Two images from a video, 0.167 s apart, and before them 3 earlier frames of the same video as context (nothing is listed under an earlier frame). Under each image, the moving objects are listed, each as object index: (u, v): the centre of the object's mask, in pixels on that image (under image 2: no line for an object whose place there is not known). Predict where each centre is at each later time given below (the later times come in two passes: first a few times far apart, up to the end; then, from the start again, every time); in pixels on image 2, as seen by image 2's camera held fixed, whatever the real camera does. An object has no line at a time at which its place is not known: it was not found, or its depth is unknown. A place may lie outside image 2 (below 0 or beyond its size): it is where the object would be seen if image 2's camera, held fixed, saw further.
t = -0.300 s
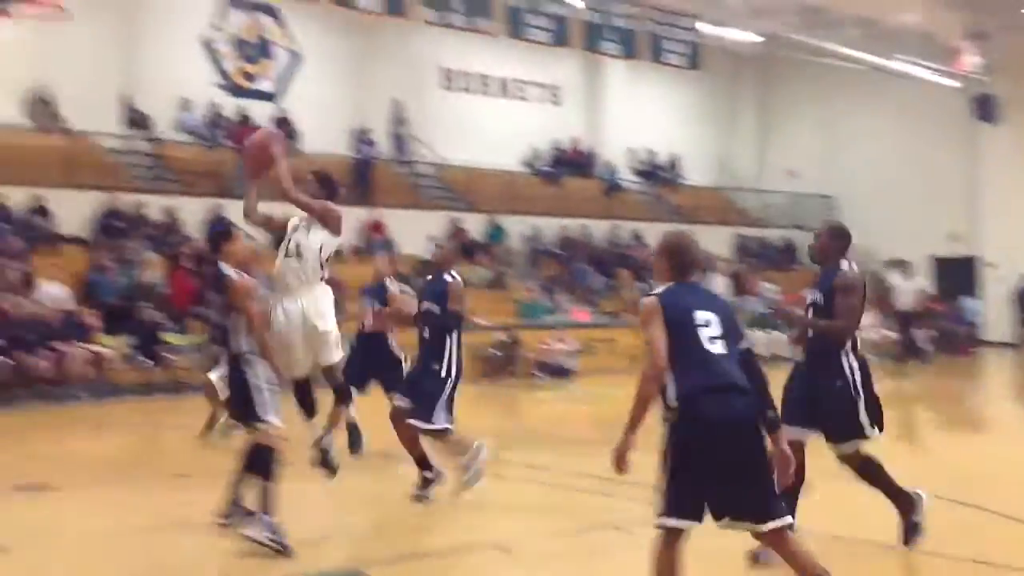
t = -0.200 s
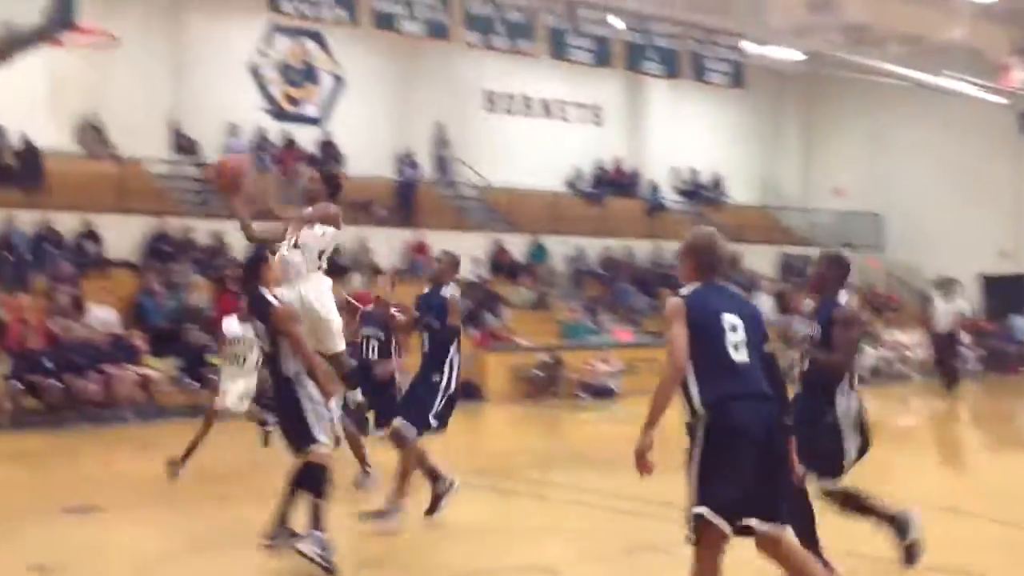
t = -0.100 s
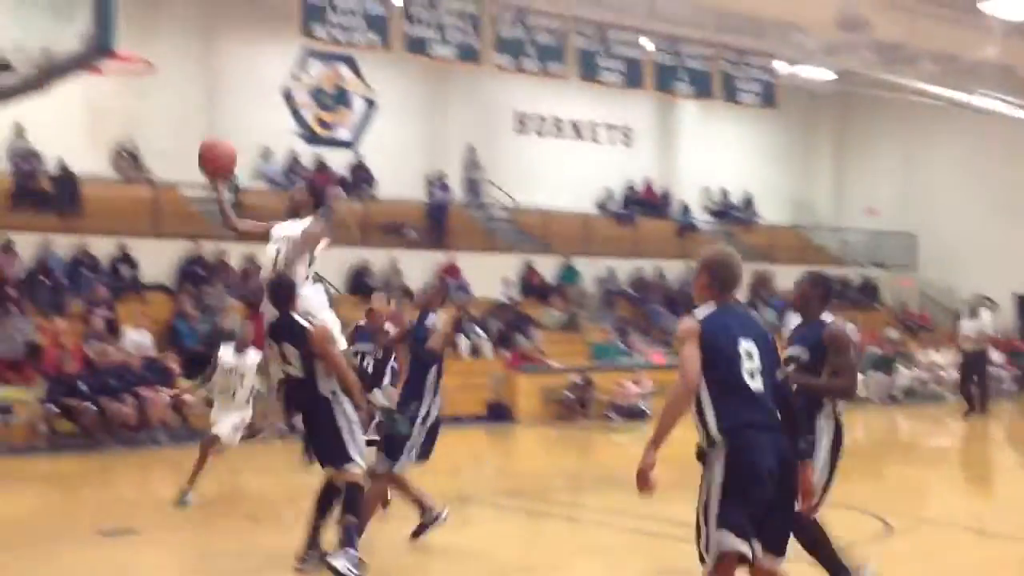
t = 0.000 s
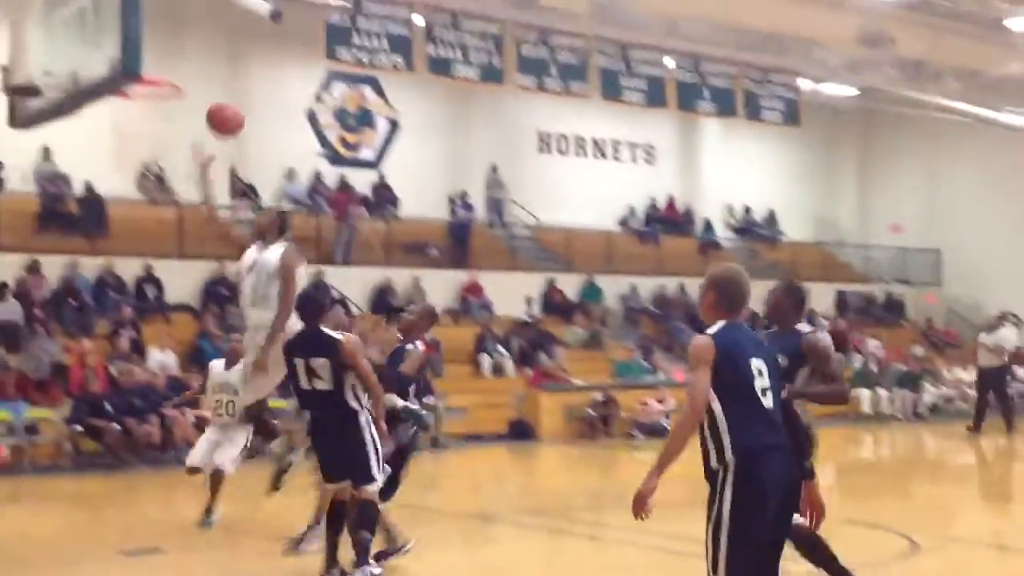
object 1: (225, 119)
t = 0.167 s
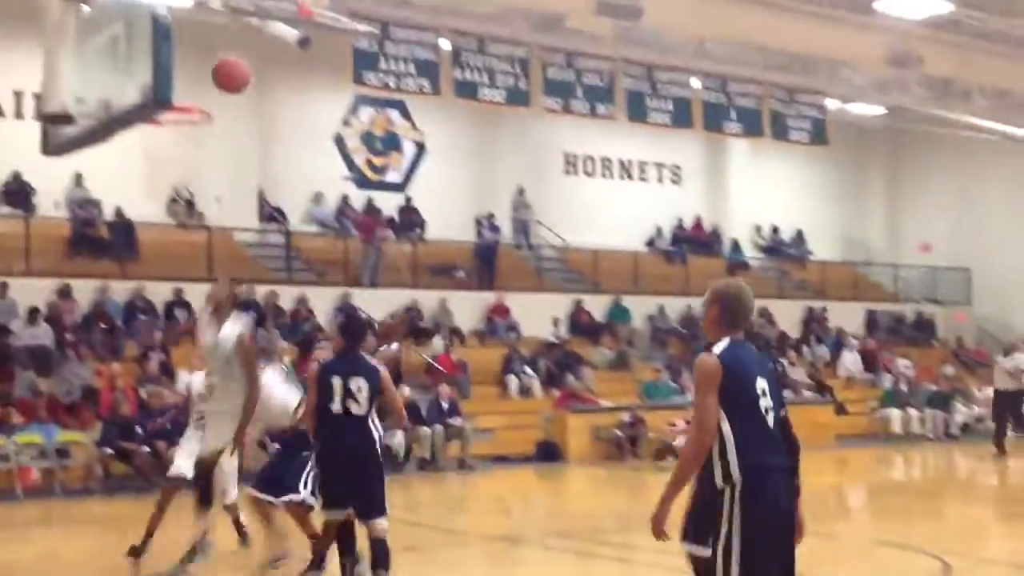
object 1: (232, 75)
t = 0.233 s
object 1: (224, 58)
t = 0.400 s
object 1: (203, 51)
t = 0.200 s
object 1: (227, 64)
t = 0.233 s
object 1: (224, 58)
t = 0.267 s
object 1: (219, 53)
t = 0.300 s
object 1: (215, 50)
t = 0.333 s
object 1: (212, 48)
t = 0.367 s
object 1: (207, 47)
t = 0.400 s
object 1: (203, 51)
